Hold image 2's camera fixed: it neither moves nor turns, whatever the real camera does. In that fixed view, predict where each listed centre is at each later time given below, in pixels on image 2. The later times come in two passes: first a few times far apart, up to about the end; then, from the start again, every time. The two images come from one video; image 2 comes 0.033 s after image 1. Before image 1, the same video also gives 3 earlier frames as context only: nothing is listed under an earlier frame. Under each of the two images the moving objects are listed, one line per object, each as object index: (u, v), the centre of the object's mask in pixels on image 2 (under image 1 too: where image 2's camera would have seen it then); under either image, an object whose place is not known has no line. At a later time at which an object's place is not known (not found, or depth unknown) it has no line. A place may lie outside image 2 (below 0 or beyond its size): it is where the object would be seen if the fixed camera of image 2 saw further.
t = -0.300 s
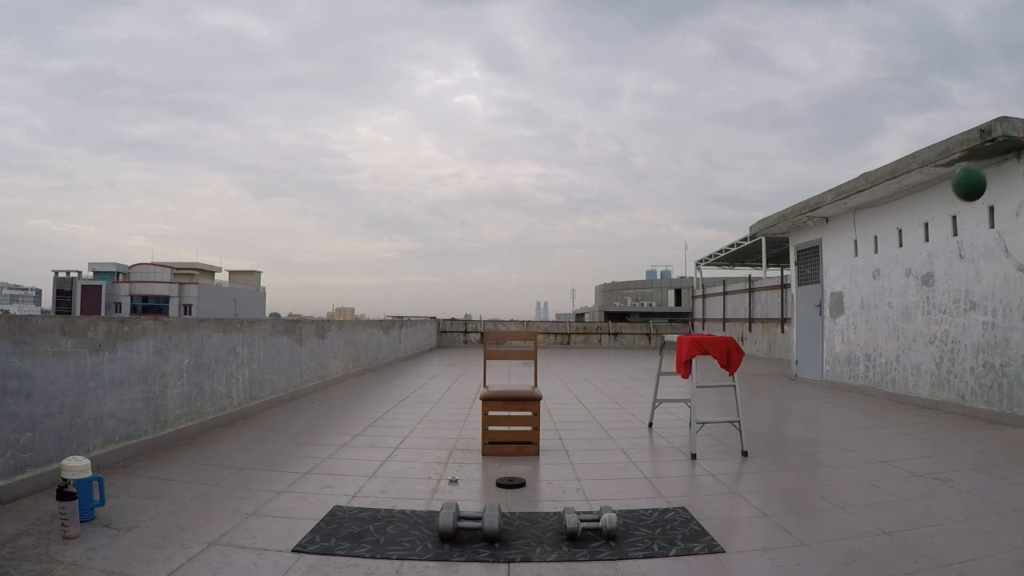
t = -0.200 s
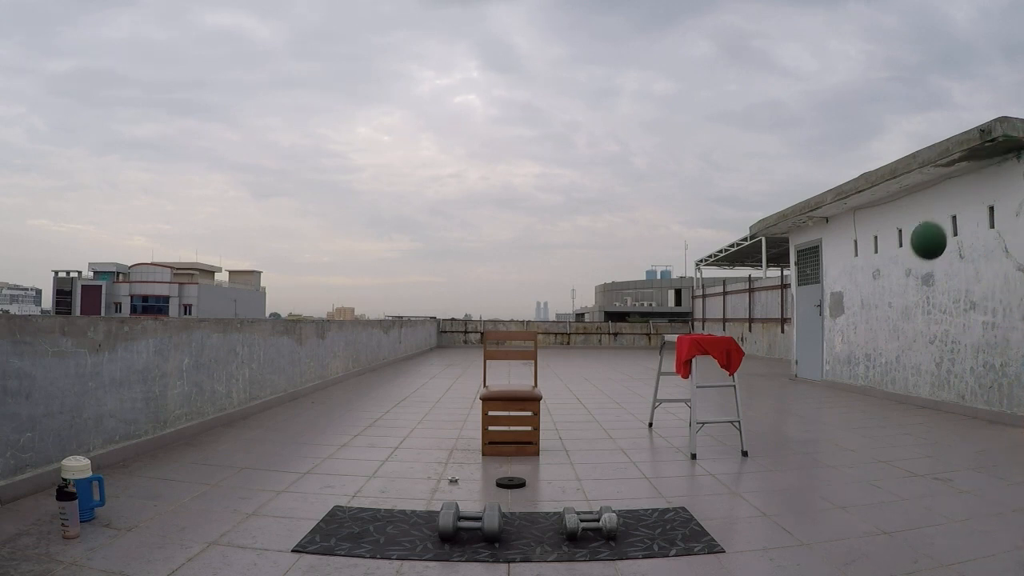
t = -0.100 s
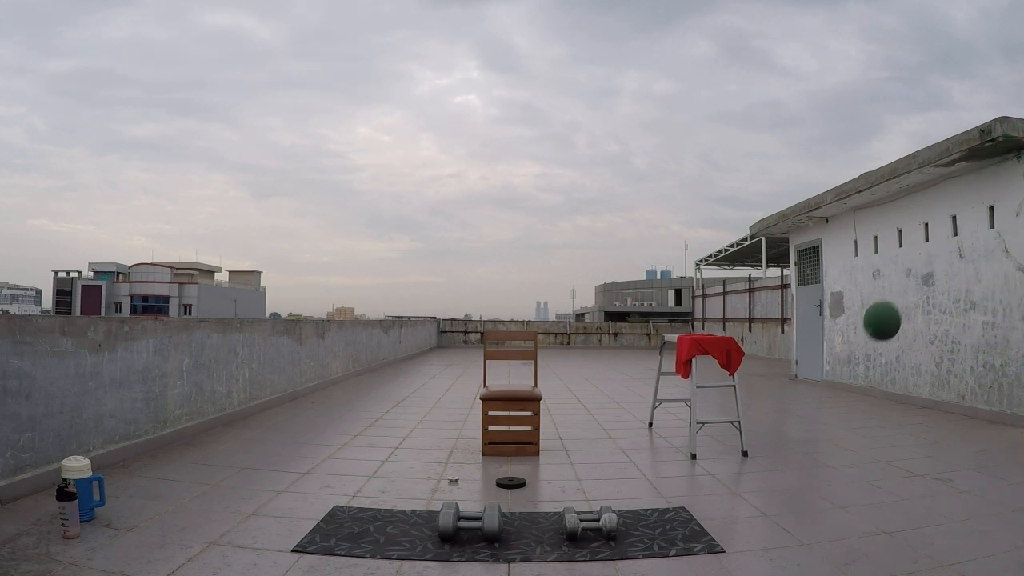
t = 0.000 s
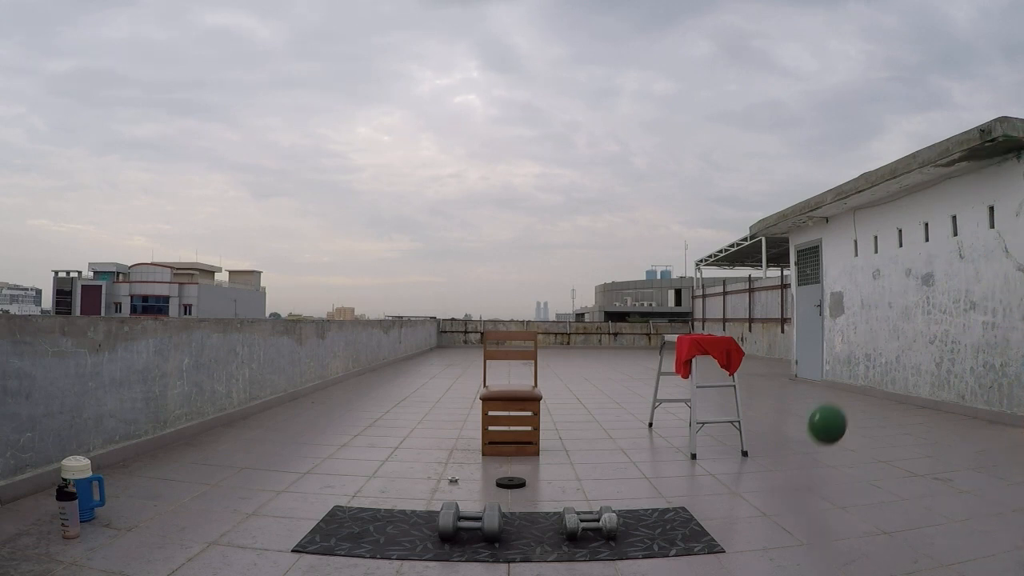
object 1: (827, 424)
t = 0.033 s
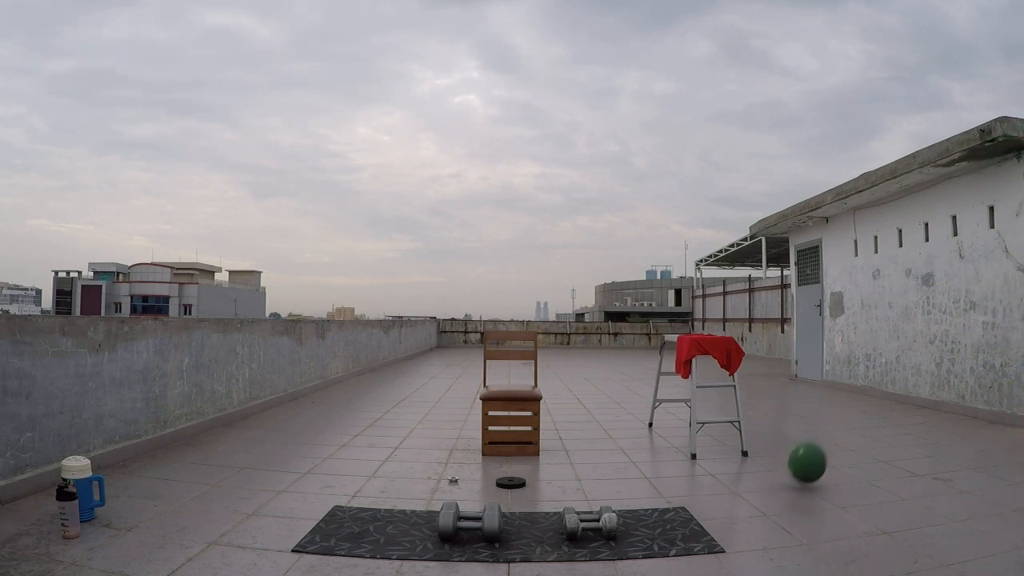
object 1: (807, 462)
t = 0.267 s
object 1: (758, 363)
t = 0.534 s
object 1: (697, 334)
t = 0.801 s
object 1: (632, 437)
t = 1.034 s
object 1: (577, 424)
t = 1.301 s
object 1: (514, 444)
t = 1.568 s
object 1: (449, 450)
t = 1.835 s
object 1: (385, 464)
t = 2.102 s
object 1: (320, 467)
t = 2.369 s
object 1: (262, 469)
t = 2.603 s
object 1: (212, 467)
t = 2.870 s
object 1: (158, 464)
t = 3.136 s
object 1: (108, 459)
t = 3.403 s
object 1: (111, 462)
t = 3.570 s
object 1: (114, 464)
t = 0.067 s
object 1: (797, 464)
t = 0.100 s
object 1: (791, 443)
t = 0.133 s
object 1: (784, 424)
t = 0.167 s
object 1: (778, 406)
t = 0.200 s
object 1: (771, 390)
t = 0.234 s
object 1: (765, 376)
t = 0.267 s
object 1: (758, 363)
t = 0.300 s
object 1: (750, 353)
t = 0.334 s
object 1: (743, 344)
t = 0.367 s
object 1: (736, 337)
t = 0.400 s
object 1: (728, 333)
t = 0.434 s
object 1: (721, 329)
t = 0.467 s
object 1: (713, 329)
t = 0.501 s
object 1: (705, 330)
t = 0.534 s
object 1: (697, 334)
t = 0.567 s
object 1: (689, 339)
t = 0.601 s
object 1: (681, 347)
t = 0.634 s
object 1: (673, 357)
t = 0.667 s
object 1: (664, 369)
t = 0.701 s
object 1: (657, 383)
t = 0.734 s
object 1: (649, 399)
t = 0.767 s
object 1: (641, 417)
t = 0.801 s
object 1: (632, 437)
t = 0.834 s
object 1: (624, 459)
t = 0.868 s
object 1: (615, 475)
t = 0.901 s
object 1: (608, 461)
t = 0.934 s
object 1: (600, 448)
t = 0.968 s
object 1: (593, 438)
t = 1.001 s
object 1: (585, 430)
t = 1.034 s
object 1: (577, 424)
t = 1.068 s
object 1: (569, 419)
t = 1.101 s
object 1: (561, 417)
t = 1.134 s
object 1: (553, 416)
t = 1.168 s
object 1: (546, 418)
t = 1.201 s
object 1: (538, 421)
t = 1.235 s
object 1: (530, 427)
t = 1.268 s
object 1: (521, 435)
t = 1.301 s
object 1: (514, 444)
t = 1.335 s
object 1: (505, 456)
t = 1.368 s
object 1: (497, 469)
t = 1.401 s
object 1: (489, 475)
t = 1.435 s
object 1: (481, 466)
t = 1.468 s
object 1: (473, 459)
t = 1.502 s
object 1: (465, 454)
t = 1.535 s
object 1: (457, 451)
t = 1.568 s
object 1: (449, 450)
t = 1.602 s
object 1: (441, 451)
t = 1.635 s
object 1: (433, 454)
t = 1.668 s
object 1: (425, 459)
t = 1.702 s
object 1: (417, 466)
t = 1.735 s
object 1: (410, 475)
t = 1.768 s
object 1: (401, 472)
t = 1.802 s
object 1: (393, 467)
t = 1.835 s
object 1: (385, 464)
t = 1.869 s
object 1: (376, 463)
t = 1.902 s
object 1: (368, 464)
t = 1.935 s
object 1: (360, 466)
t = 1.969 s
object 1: (351, 471)
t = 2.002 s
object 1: (343, 472)
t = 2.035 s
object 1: (336, 468)
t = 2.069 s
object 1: (328, 466)
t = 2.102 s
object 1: (320, 467)
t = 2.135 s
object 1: (312, 469)
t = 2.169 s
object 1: (305, 473)
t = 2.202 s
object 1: (298, 470)
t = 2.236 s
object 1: (291, 469)
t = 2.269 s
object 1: (283, 469)
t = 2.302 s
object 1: (277, 471)
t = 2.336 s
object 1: (269, 470)
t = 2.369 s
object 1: (262, 469)
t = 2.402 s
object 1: (255, 470)
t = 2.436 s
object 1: (247, 469)
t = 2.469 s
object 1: (240, 470)
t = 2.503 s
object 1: (233, 469)
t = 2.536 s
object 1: (226, 468)
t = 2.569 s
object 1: (219, 467)
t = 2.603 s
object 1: (212, 467)
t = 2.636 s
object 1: (205, 467)
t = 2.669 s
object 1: (198, 467)
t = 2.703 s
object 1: (191, 466)
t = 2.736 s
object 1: (184, 465)
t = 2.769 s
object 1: (178, 465)
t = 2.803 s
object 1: (171, 464)
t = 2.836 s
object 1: (164, 464)
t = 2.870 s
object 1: (158, 464)
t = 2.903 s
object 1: (151, 463)
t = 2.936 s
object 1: (145, 463)
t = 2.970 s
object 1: (139, 462)
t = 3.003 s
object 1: (132, 462)
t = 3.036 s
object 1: (125, 462)
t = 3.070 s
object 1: (120, 461)
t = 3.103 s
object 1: (113, 460)
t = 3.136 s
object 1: (108, 459)
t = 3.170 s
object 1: (103, 457)
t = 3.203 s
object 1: (101, 456)
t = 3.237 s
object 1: (103, 456)
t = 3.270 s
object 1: (106, 457)
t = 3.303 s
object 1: (109, 460)
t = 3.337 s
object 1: (110, 460)
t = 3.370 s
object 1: (110, 460)
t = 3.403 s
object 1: (111, 462)
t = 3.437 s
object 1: (111, 462)
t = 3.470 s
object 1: (112, 462)
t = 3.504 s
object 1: (113, 463)
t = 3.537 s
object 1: (114, 464)
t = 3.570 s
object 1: (114, 464)
